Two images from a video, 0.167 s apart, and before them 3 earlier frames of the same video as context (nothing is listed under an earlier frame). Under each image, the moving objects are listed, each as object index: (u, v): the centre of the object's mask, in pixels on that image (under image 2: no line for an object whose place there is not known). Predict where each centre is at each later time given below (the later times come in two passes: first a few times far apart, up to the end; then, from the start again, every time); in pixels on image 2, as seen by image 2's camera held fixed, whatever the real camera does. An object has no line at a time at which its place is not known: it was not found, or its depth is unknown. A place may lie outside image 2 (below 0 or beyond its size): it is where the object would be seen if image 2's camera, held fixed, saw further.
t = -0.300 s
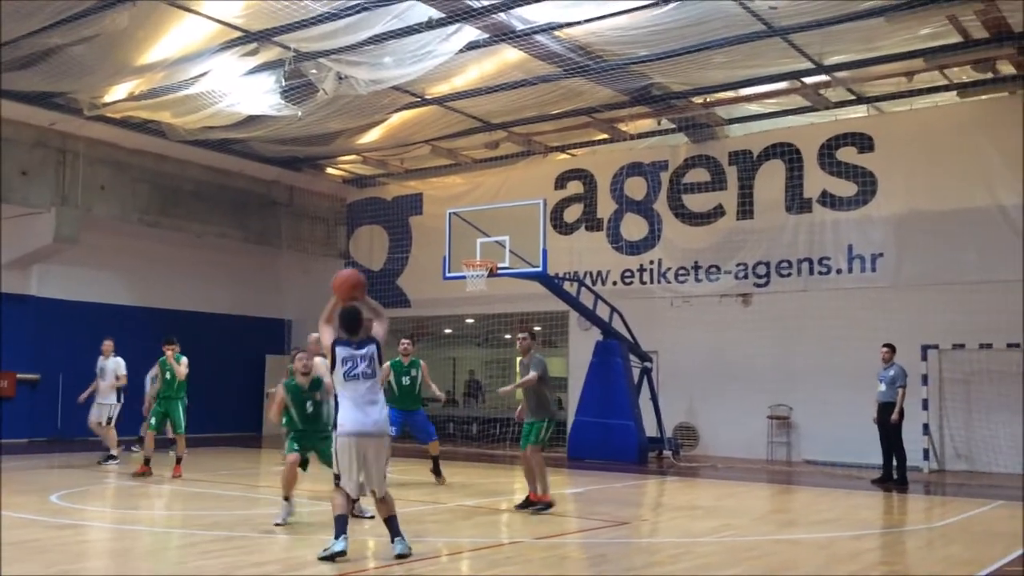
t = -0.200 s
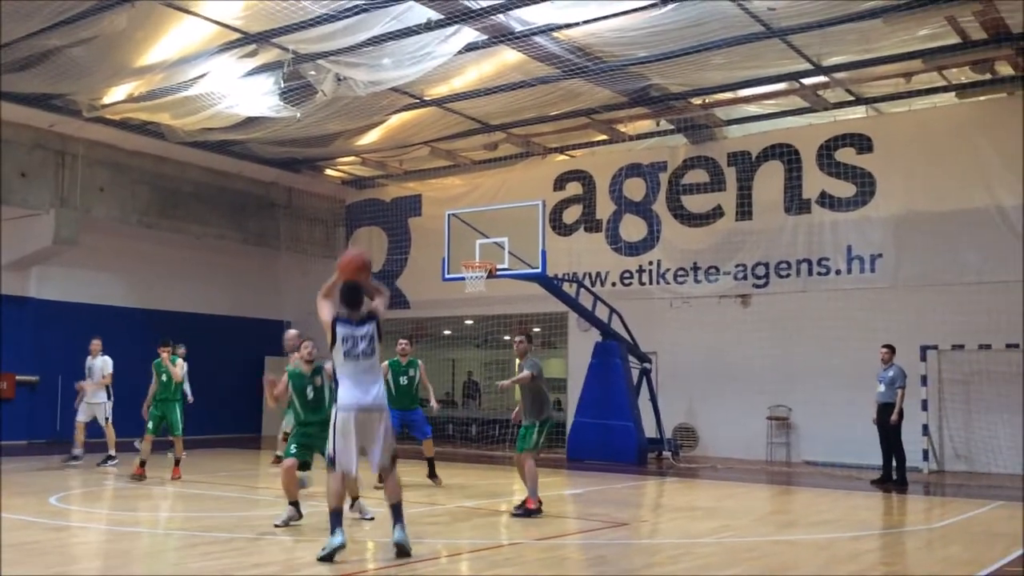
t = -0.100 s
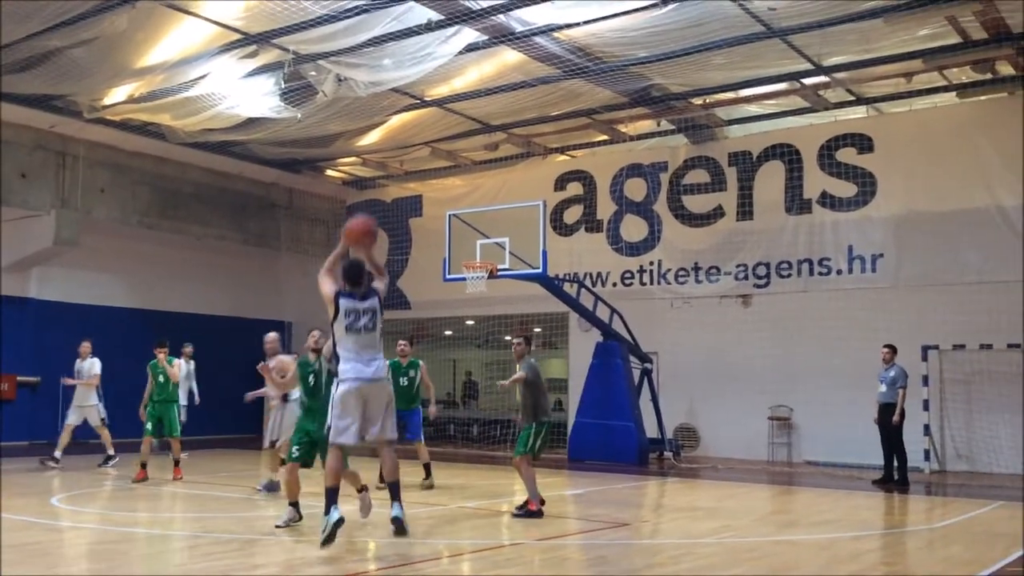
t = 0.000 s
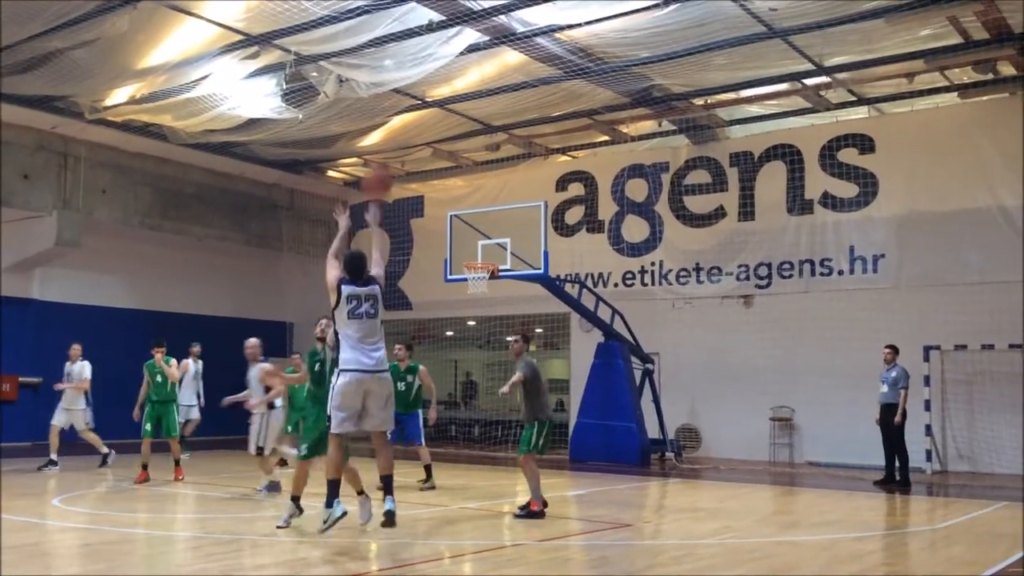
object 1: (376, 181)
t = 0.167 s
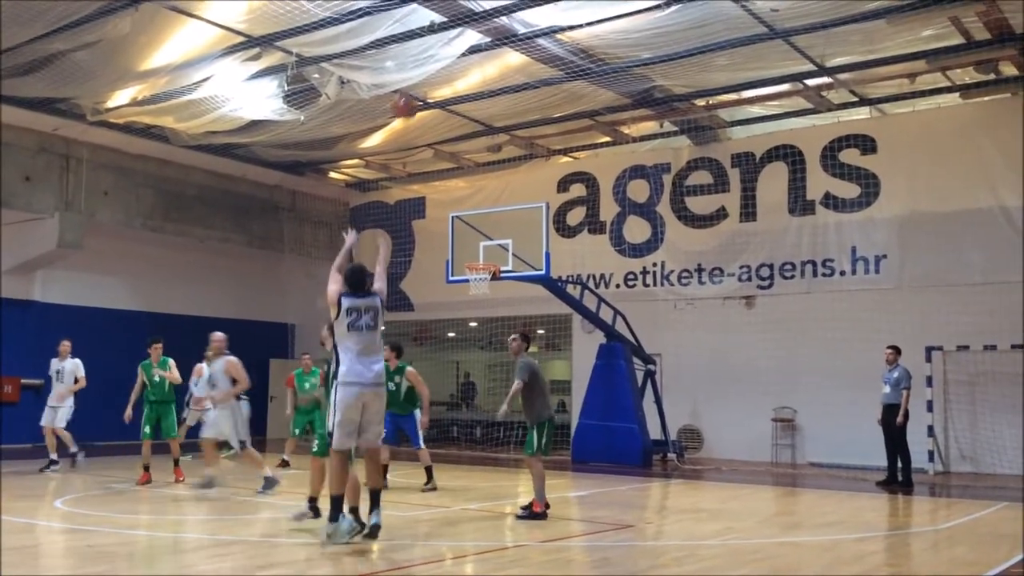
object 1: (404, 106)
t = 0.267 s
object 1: (417, 82)
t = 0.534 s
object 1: (443, 71)
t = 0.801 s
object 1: (463, 117)
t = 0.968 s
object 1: (470, 158)
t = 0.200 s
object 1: (409, 97)
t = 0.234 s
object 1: (413, 89)
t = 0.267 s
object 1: (417, 82)
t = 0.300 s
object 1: (420, 77)
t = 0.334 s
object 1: (424, 74)
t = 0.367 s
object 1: (428, 70)
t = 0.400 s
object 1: (431, 68)
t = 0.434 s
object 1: (434, 67)
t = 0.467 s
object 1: (437, 68)
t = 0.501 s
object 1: (440, 69)
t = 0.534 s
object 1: (443, 71)
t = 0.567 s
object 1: (446, 74)
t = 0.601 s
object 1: (449, 77)
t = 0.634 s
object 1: (452, 81)
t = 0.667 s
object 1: (454, 86)
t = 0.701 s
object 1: (456, 93)
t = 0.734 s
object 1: (458, 100)
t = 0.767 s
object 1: (460, 106)
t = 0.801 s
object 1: (463, 117)
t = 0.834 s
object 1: (465, 122)
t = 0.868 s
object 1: (466, 131)
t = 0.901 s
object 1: (469, 142)
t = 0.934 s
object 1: (469, 156)
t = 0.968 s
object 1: (470, 158)
